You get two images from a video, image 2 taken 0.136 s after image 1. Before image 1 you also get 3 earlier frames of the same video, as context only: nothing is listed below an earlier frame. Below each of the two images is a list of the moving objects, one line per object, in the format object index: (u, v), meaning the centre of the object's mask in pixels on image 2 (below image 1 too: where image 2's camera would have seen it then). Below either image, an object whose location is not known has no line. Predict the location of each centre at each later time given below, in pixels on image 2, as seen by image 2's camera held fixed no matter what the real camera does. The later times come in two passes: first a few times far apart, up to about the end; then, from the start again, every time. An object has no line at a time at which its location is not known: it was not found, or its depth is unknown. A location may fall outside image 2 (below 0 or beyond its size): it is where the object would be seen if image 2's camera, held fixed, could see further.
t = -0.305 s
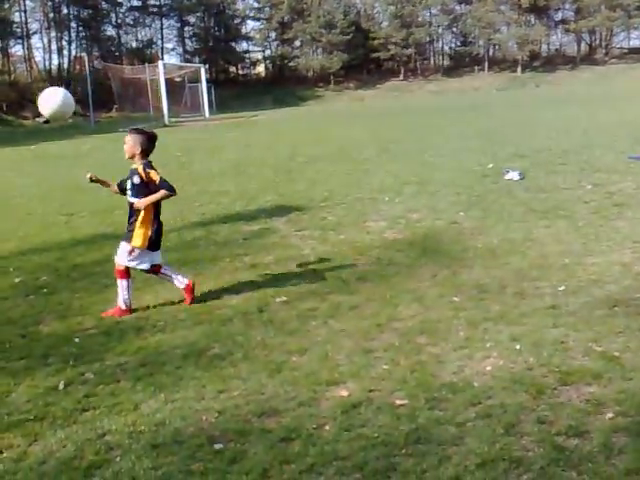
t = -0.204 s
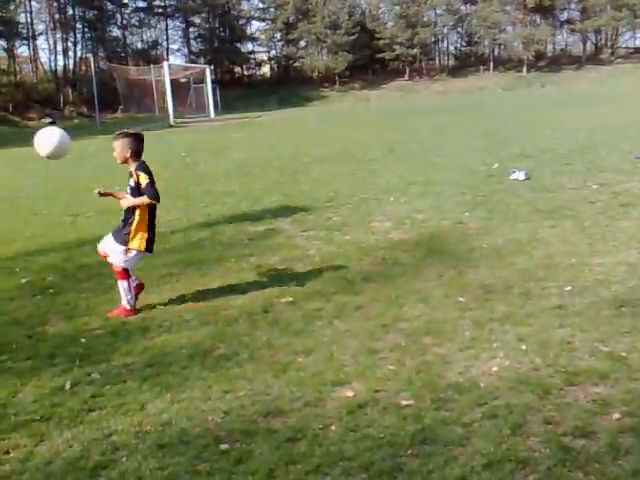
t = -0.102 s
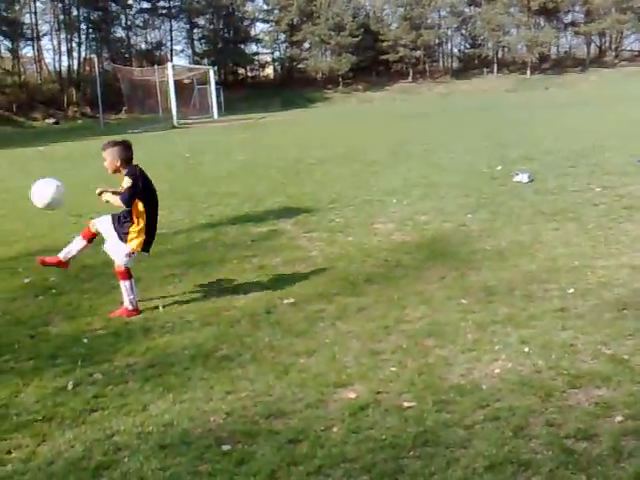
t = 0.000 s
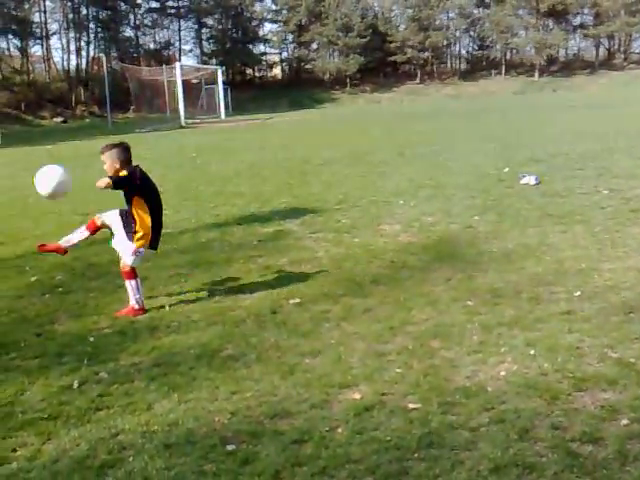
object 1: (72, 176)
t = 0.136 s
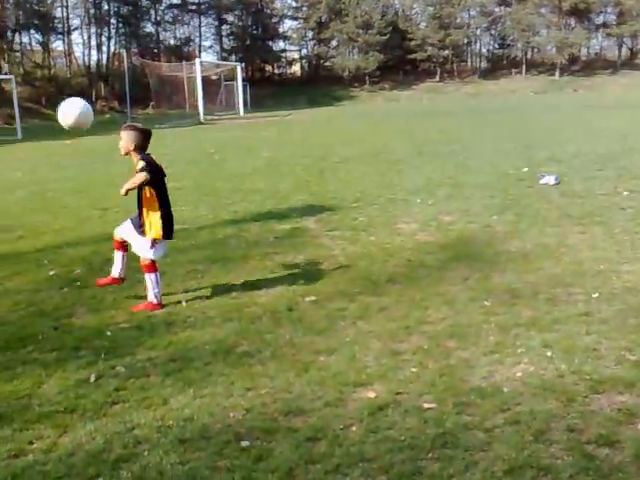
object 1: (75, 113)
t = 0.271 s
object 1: (80, 82)
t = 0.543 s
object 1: (97, 98)
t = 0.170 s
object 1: (75, 102)
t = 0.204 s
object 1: (77, 94)
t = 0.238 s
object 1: (78, 88)
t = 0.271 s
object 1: (80, 82)
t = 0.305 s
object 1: (82, 79)
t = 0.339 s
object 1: (84, 76)
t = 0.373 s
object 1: (86, 76)
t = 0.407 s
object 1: (88, 77)
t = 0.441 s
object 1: (90, 80)
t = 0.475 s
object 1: (92, 84)
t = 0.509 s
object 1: (95, 90)
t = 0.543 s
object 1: (97, 98)
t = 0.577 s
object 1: (100, 106)
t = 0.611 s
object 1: (102, 117)
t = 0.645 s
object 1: (104, 129)
